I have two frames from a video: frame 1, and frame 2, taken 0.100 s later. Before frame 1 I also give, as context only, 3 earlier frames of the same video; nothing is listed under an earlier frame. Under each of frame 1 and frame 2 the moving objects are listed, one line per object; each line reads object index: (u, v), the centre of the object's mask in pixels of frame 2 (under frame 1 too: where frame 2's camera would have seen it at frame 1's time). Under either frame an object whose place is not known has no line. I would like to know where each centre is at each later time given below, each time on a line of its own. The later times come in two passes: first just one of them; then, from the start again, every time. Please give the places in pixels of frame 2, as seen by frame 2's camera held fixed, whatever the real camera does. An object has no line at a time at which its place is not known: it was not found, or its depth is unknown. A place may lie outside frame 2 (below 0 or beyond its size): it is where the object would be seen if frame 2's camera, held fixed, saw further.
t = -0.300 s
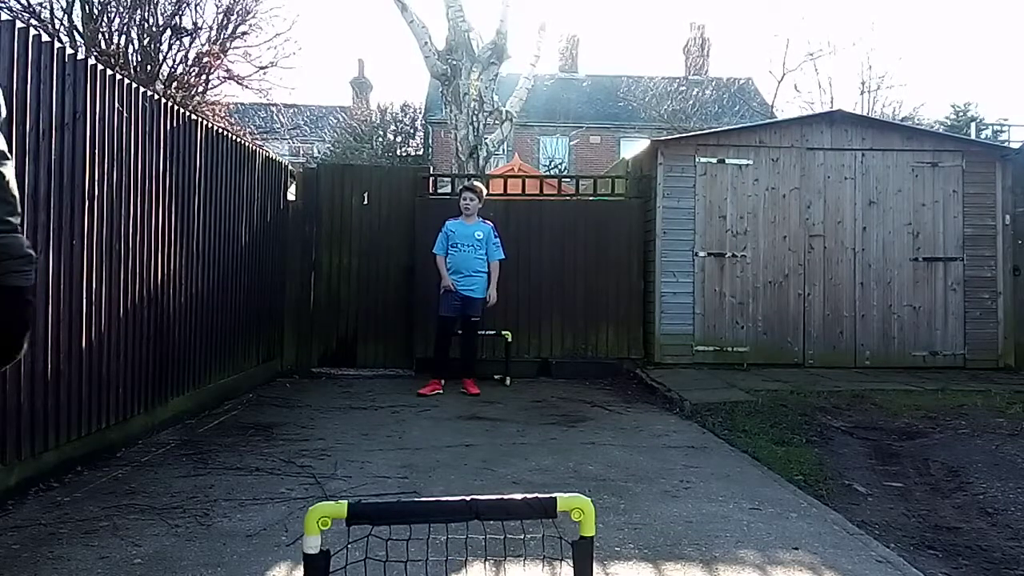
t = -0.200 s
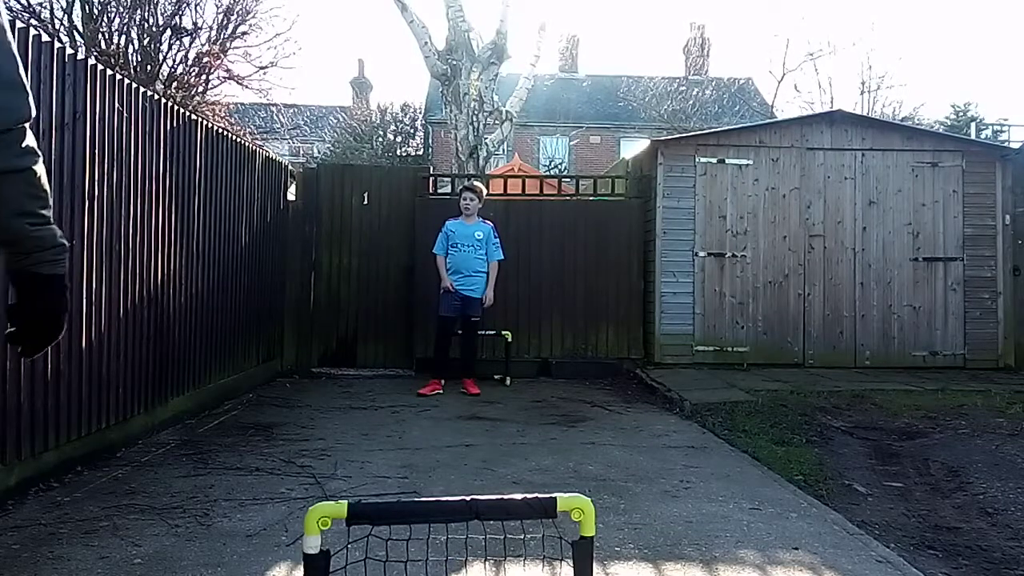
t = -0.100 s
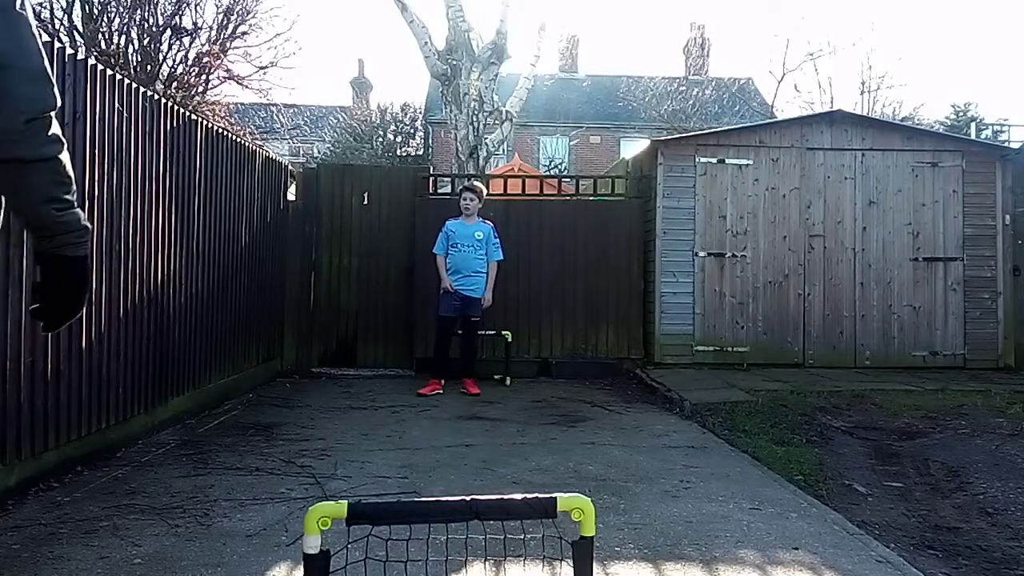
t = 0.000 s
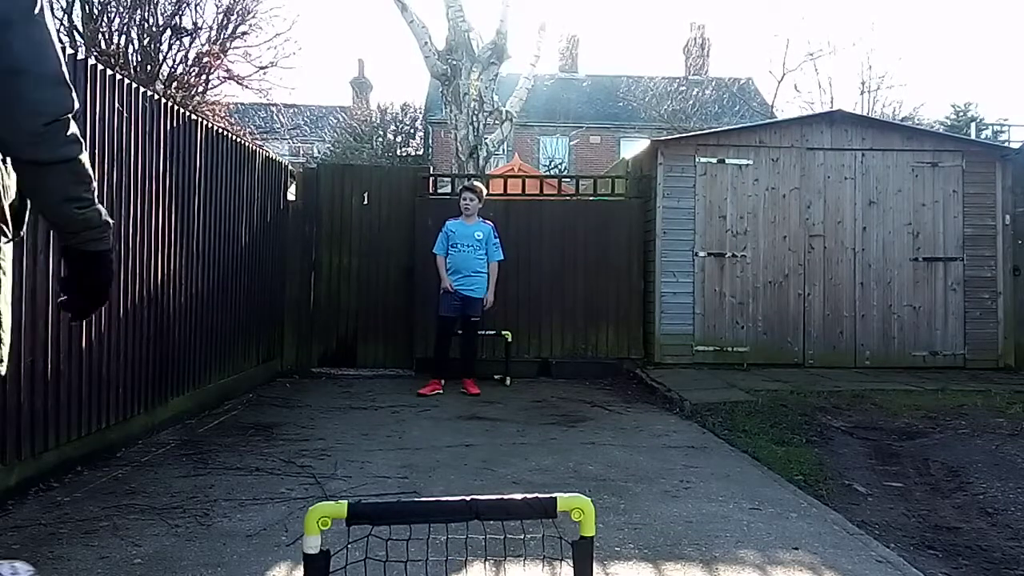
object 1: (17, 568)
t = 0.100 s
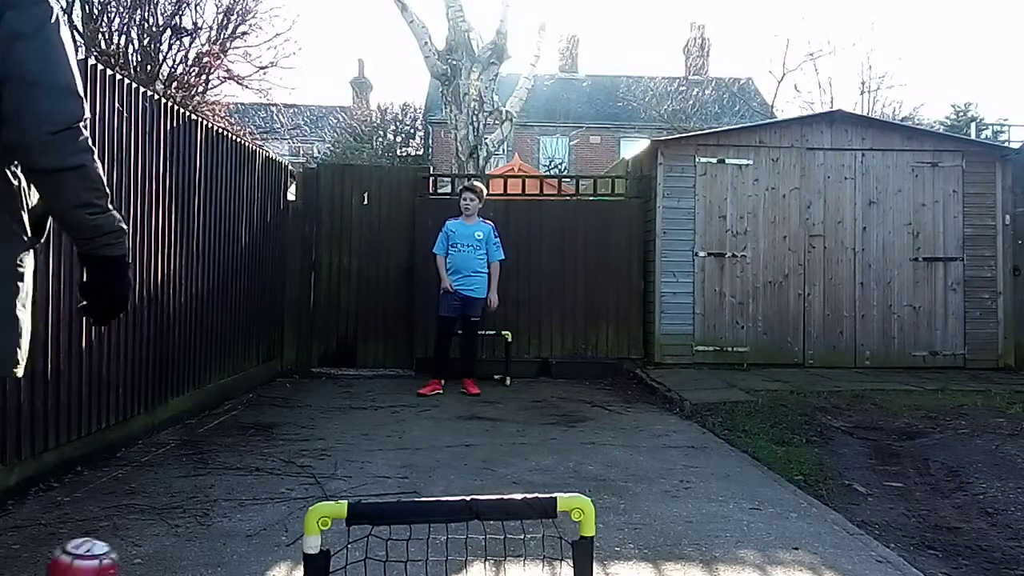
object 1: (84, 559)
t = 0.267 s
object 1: (159, 547)
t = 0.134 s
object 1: (103, 556)
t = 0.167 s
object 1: (121, 554)
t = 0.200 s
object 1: (135, 551)
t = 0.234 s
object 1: (148, 549)
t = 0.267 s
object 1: (159, 547)
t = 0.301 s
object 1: (171, 544)
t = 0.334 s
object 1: (181, 539)
